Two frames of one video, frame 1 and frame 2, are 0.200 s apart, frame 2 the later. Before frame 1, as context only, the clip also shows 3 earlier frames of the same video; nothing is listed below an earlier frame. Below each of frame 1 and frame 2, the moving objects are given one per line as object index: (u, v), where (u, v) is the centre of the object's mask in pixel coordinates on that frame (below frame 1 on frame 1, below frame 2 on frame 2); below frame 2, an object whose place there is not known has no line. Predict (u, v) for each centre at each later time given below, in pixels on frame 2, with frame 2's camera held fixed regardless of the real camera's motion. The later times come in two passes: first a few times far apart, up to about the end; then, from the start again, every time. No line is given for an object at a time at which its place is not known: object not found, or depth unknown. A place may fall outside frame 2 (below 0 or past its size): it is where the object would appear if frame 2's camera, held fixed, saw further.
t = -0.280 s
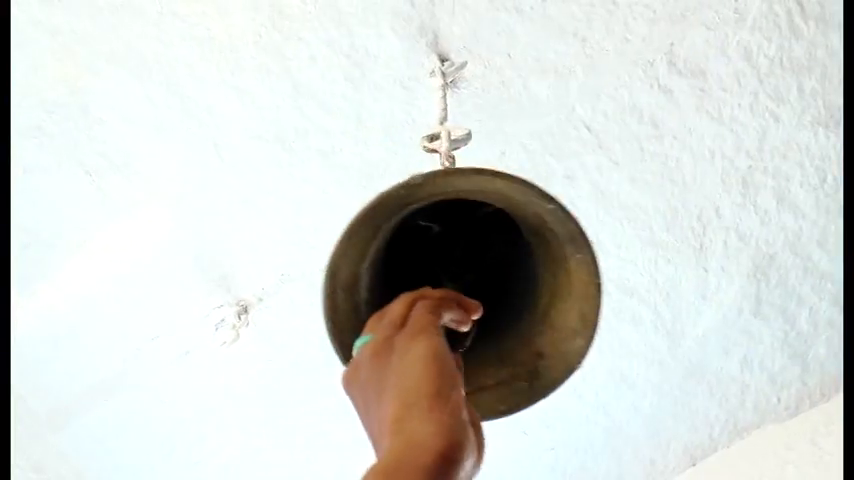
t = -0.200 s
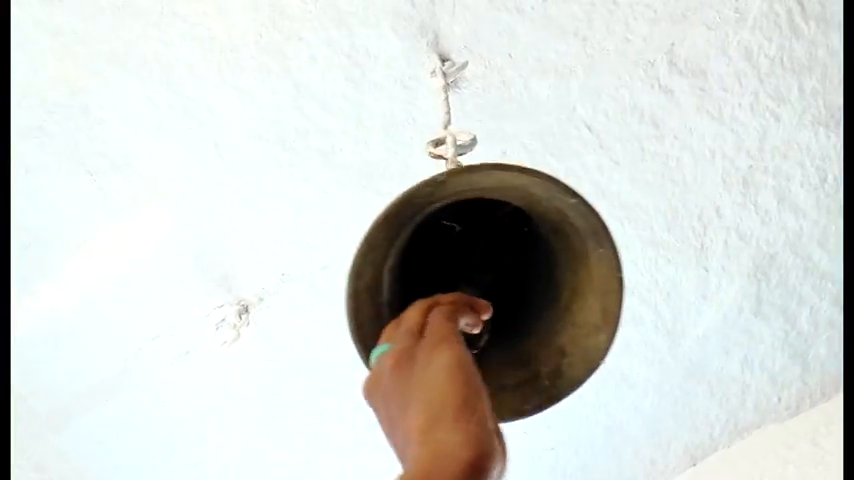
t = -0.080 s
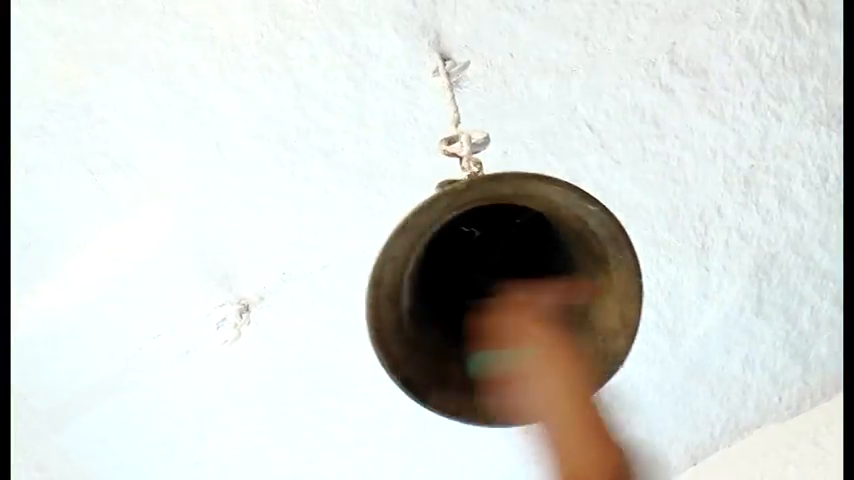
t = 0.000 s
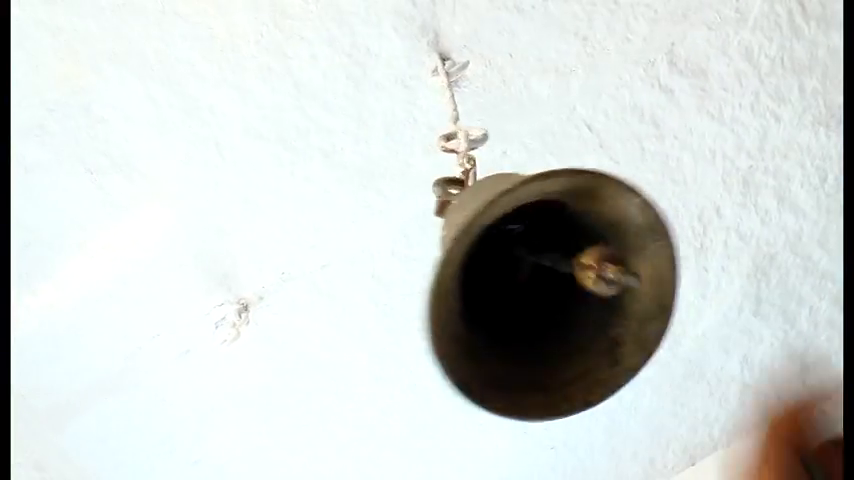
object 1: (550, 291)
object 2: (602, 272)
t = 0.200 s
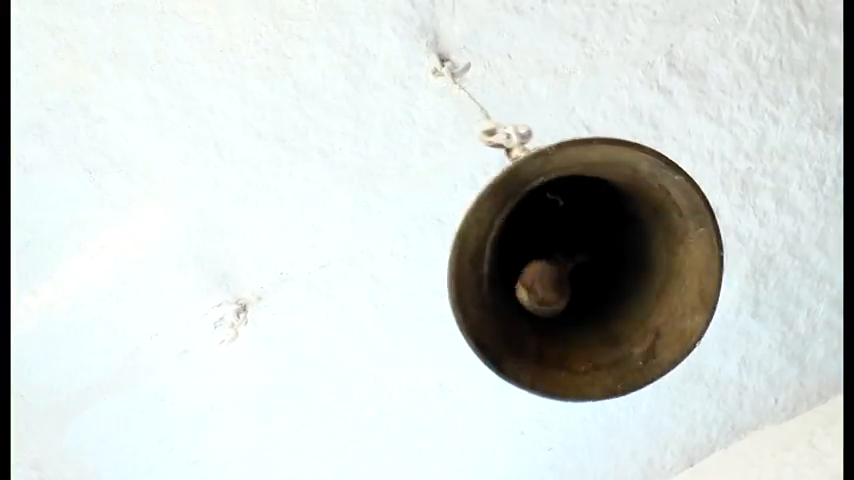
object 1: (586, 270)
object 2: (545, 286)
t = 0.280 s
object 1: (595, 263)
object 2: (573, 321)
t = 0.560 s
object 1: (521, 247)
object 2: (568, 240)
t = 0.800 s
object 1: (429, 256)
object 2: (380, 298)
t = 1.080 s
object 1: (338, 288)
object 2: (340, 308)
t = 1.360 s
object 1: (382, 308)
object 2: (359, 339)
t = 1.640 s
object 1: (498, 296)
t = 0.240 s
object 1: (588, 265)
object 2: (554, 306)
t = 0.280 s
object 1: (595, 263)
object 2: (573, 321)
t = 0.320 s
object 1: (602, 259)
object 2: (598, 327)
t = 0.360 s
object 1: (603, 252)
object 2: (621, 319)
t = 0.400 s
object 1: (598, 247)
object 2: (632, 300)
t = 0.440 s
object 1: (587, 245)
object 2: (635, 280)
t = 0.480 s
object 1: (570, 247)
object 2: (622, 261)
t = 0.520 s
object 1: (545, 247)
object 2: (602, 248)
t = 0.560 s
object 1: (521, 247)
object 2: (568, 240)
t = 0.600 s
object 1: (502, 251)
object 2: (528, 239)
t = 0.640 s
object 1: (488, 253)
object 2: (480, 242)
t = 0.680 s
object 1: (477, 254)
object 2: (435, 251)
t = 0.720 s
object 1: (465, 253)
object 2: (405, 264)
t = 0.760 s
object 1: (449, 254)
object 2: (387, 281)
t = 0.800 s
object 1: (429, 256)
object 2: (380, 298)
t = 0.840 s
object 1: (403, 260)
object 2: (377, 311)
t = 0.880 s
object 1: (378, 264)
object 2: (378, 318)
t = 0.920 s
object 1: (357, 270)
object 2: (379, 319)
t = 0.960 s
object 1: (343, 274)
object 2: (374, 317)
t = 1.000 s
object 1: (336, 279)
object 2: (364, 314)
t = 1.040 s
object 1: (335, 285)
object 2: (352, 311)
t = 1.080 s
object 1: (338, 288)
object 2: (340, 308)
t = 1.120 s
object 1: (343, 292)
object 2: (329, 305)
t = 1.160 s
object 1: (346, 295)
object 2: (322, 304)
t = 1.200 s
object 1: (346, 298)
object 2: (319, 306)
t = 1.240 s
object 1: (348, 302)
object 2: (321, 315)
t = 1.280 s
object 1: (354, 303)
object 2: (329, 323)
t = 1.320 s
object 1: (365, 305)
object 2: (341, 331)
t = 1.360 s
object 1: (382, 308)
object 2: (359, 339)
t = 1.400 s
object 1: (403, 308)
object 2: (381, 344)
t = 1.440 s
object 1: (425, 306)
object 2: (407, 344)
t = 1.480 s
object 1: (446, 303)
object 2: (436, 341)
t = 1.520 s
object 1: (461, 302)
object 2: (465, 337)
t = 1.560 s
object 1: (474, 300)
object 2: (490, 330)
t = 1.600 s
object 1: (486, 299)
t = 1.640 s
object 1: (498, 296)
